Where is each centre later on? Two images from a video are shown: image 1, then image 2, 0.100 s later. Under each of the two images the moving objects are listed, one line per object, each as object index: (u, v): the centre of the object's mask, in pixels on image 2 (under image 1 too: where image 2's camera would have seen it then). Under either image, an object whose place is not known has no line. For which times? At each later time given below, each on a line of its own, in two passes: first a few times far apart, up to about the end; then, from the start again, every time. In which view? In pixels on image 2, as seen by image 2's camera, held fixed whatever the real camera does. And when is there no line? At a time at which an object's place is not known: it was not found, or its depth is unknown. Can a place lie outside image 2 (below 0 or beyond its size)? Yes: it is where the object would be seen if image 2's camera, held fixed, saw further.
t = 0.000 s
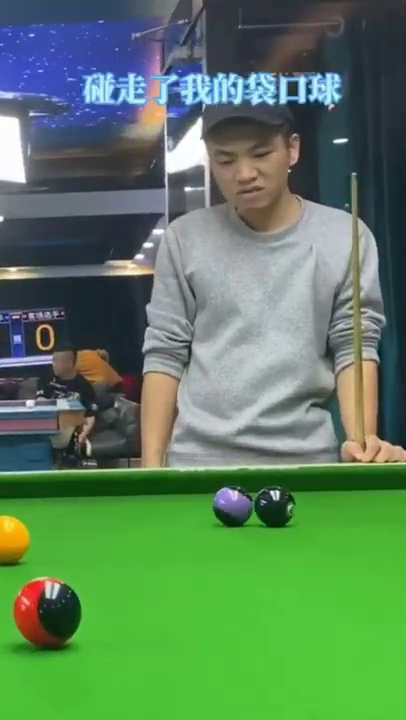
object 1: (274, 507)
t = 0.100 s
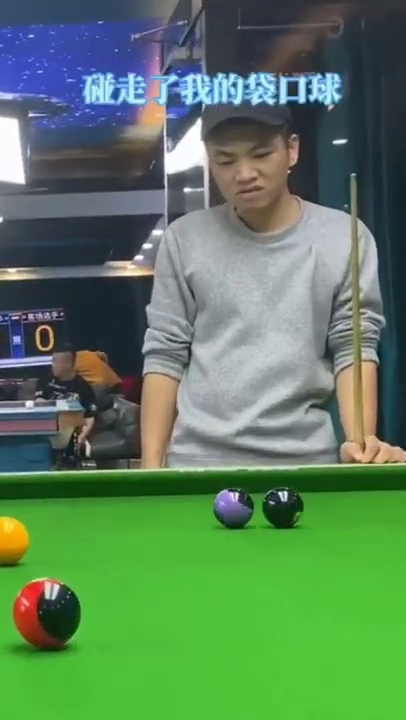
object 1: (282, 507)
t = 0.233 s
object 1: (292, 507)
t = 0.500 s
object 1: (308, 507)
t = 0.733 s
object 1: (318, 506)
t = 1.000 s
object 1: (325, 507)
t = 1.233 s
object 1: (326, 507)
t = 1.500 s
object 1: (325, 506)
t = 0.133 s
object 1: (285, 507)
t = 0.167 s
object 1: (287, 507)
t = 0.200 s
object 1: (290, 507)
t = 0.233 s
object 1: (292, 507)
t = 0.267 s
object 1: (294, 507)
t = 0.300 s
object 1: (297, 507)
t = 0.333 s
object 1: (299, 506)
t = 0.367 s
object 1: (301, 507)
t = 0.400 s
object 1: (303, 507)
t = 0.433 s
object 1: (305, 507)
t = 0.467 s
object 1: (307, 507)
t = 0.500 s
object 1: (308, 507)
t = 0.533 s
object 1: (310, 507)
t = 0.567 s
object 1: (311, 506)
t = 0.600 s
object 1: (313, 506)
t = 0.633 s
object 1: (314, 506)
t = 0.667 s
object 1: (315, 506)
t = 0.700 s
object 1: (317, 506)
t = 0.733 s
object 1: (318, 506)
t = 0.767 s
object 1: (319, 506)
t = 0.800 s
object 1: (320, 506)
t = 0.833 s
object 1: (321, 507)
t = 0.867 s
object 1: (322, 506)
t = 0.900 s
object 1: (322, 506)
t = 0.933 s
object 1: (323, 507)
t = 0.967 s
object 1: (324, 507)
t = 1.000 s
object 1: (325, 507)
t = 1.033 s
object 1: (325, 506)
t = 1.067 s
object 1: (326, 507)
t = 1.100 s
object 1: (326, 506)
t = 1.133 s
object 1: (326, 506)
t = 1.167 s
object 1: (326, 507)
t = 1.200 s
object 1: (326, 506)
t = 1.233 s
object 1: (326, 507)
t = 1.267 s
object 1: (326, 507)
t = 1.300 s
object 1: (326, 507)
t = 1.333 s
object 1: (326, 507)
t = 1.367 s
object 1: (325, 506)
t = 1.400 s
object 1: (325, 506)
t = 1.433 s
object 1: (325, 507)
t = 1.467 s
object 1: (325, 506)
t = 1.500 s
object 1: (325, 506)
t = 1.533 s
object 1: (325, 506)
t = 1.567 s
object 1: (325, 506)
